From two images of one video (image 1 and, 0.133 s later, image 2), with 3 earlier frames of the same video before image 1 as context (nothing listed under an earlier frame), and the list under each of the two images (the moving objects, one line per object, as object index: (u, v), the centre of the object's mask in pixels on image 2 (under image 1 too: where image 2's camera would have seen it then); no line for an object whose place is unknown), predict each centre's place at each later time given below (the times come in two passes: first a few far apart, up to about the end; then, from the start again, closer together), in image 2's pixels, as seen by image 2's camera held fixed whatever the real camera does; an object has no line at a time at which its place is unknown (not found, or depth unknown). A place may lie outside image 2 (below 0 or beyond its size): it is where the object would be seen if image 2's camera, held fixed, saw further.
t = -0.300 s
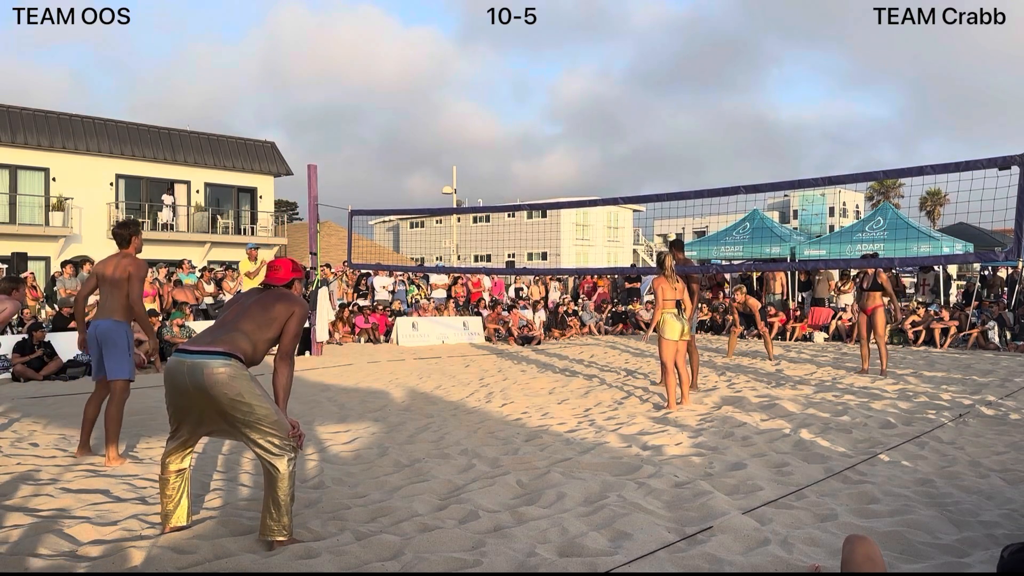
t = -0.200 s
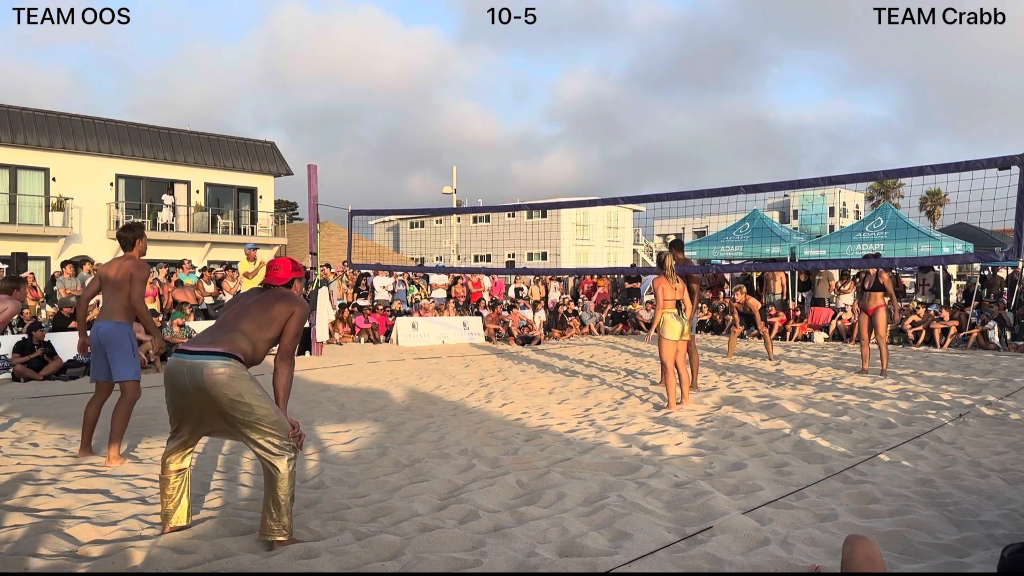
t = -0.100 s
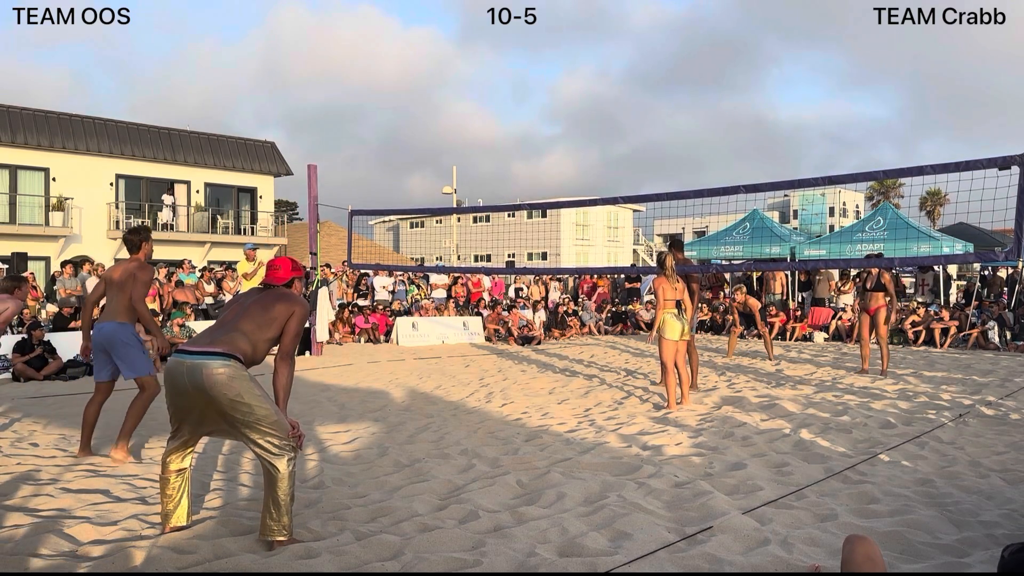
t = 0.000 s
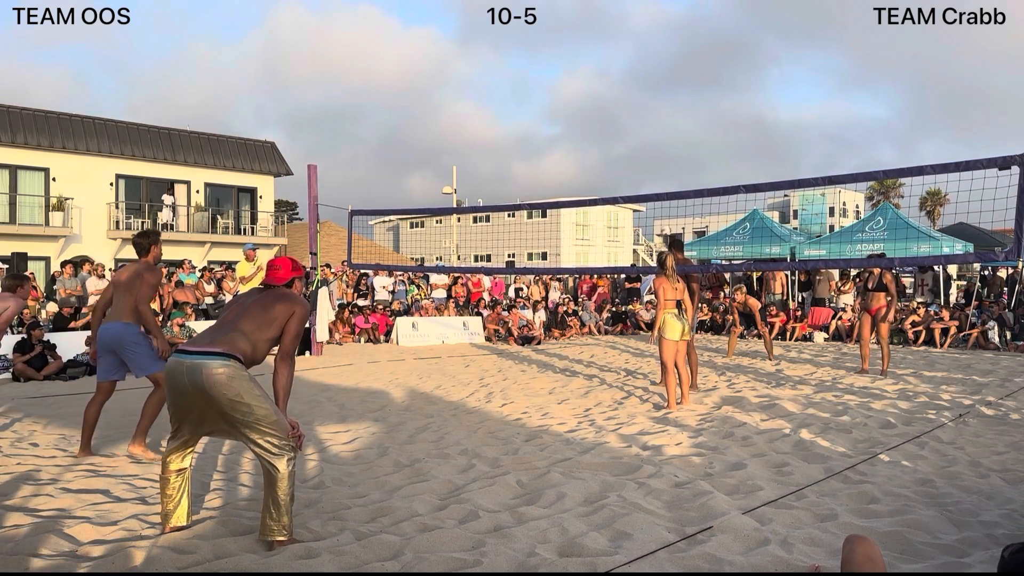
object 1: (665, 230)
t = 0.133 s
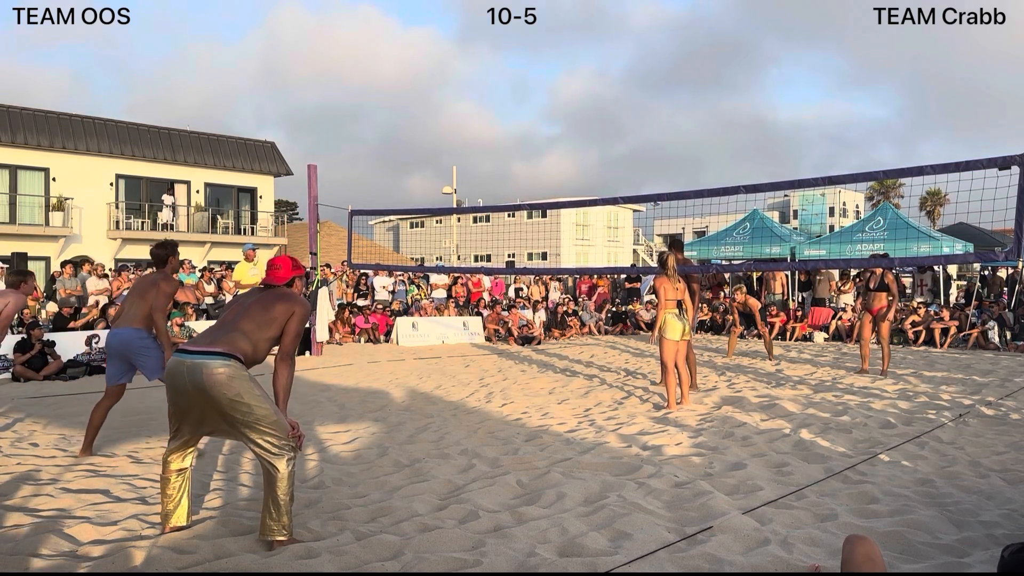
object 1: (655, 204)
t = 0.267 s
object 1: (641, 174)
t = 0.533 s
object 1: (607, 142)
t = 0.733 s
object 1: (568, 144)
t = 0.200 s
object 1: (649, 187)
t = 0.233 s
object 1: (645, 180)
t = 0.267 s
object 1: (641, 174)
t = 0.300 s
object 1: (638, 169)
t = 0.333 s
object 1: (634, 163)
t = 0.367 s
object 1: (630, 158)
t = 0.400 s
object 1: (626, 154)
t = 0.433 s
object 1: (621, 150)
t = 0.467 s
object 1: (617, 147)
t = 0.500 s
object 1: (612, 144)
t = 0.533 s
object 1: (607, 142)
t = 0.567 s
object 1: (602, 140)
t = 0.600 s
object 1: (596, 140)
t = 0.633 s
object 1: (590, 139)
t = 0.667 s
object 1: (583, 140)
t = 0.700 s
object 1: (576, 142)
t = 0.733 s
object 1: (568, 144)
